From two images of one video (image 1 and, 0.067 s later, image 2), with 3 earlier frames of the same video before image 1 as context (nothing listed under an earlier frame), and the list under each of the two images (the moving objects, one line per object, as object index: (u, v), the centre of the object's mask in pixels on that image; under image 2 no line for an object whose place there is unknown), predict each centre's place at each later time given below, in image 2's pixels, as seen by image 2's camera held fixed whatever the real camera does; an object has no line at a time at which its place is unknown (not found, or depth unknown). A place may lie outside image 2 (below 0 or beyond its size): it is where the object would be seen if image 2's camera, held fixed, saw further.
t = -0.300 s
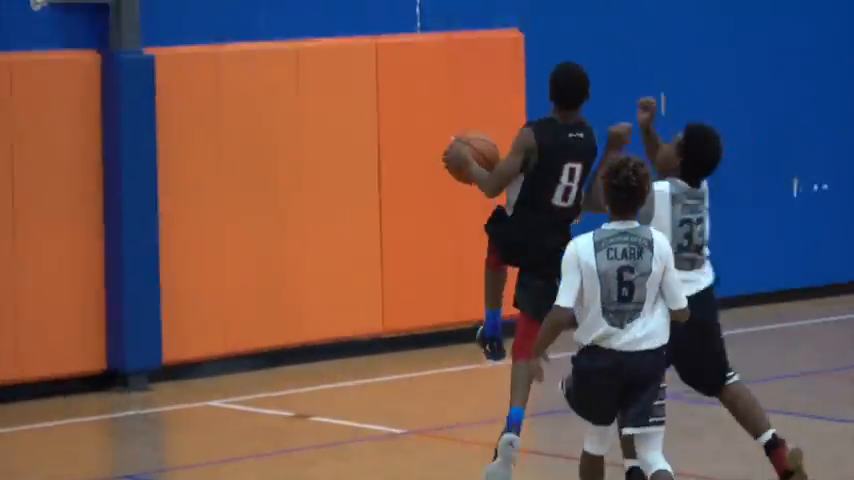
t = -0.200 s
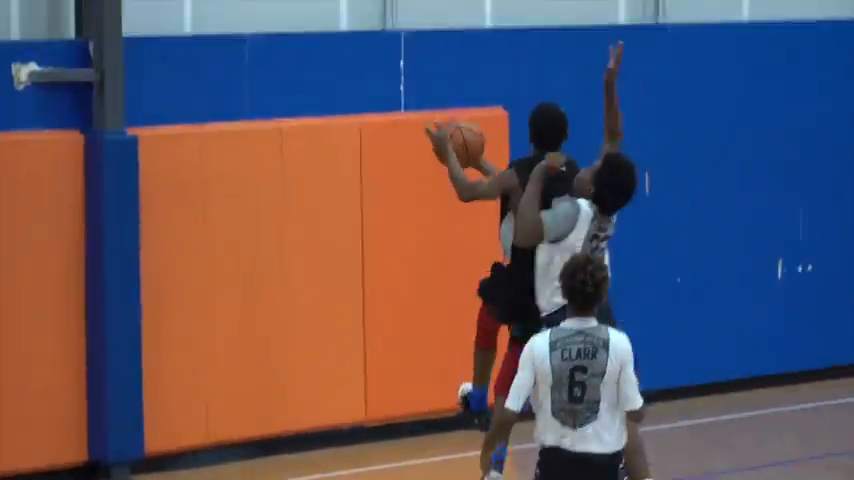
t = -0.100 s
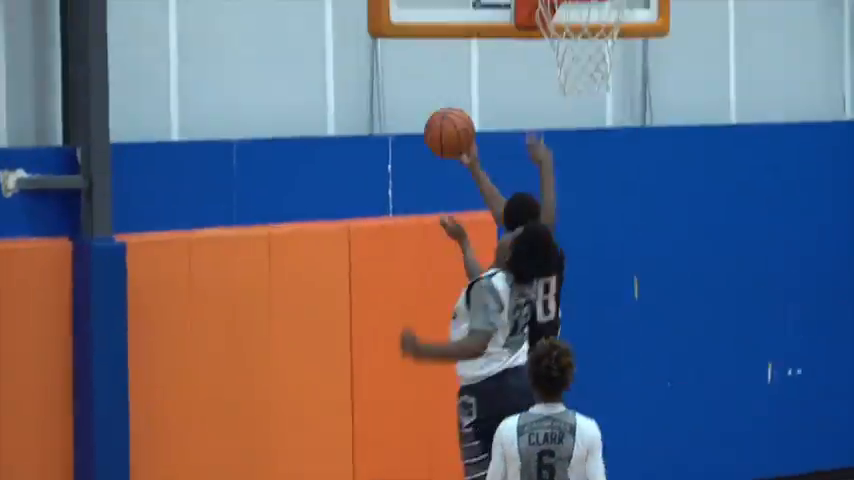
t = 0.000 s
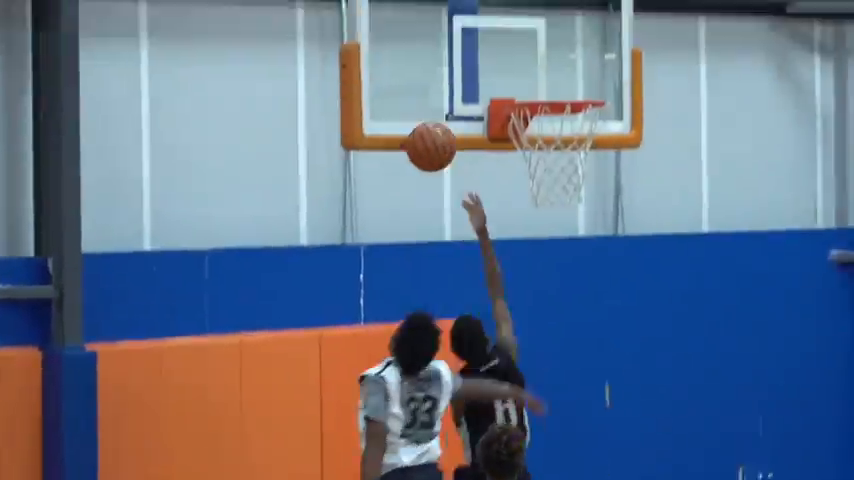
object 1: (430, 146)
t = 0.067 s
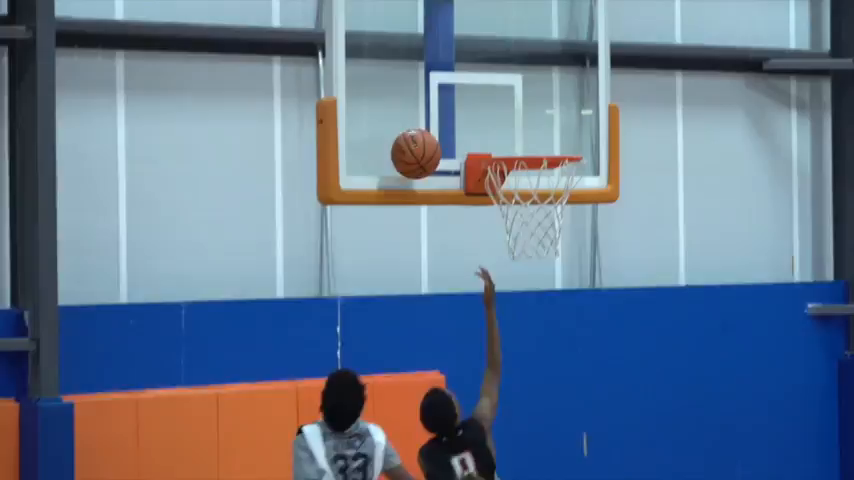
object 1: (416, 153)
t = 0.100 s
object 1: (419, 139)
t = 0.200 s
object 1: (429, 114)
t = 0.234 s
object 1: (432, 110)
